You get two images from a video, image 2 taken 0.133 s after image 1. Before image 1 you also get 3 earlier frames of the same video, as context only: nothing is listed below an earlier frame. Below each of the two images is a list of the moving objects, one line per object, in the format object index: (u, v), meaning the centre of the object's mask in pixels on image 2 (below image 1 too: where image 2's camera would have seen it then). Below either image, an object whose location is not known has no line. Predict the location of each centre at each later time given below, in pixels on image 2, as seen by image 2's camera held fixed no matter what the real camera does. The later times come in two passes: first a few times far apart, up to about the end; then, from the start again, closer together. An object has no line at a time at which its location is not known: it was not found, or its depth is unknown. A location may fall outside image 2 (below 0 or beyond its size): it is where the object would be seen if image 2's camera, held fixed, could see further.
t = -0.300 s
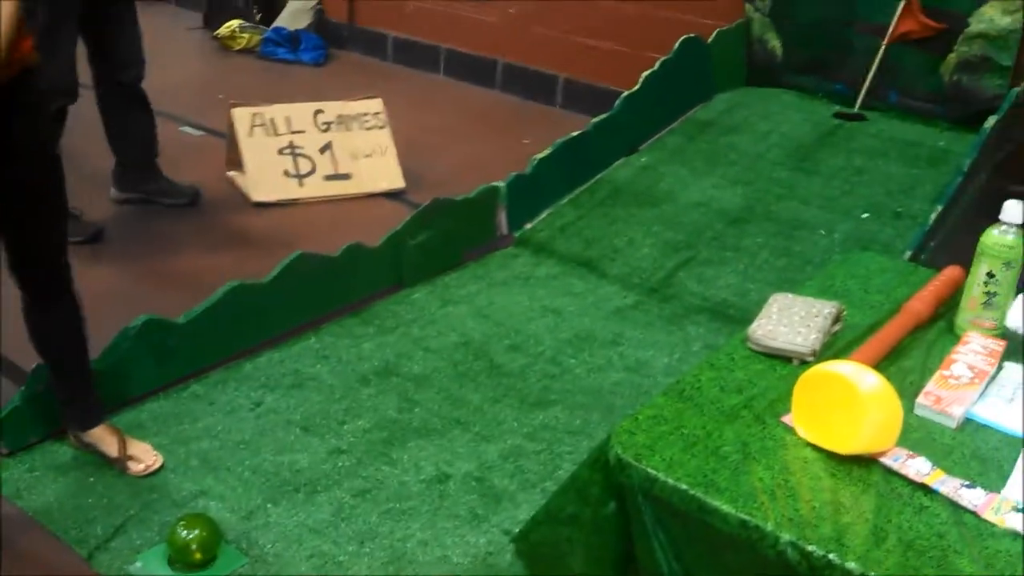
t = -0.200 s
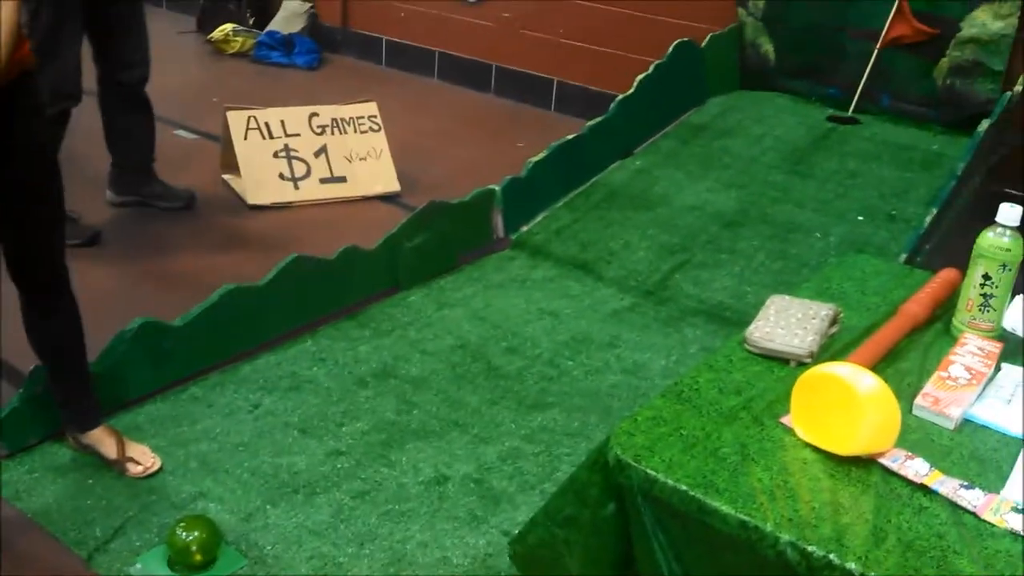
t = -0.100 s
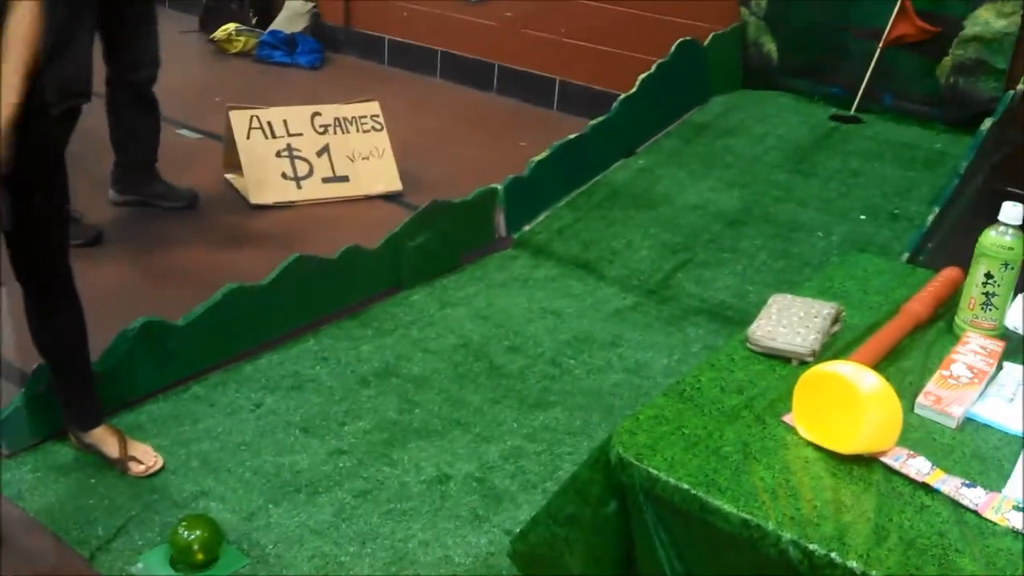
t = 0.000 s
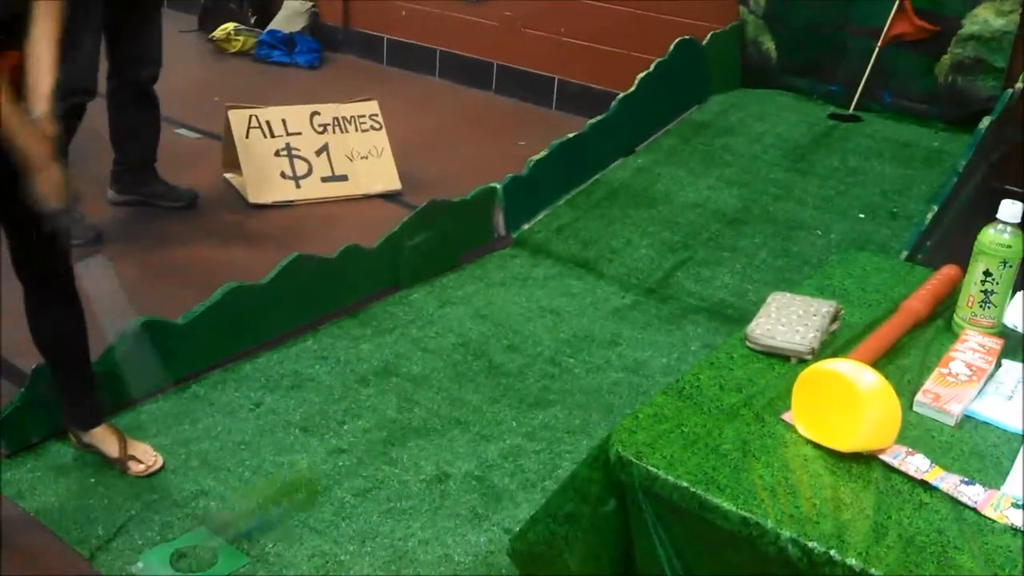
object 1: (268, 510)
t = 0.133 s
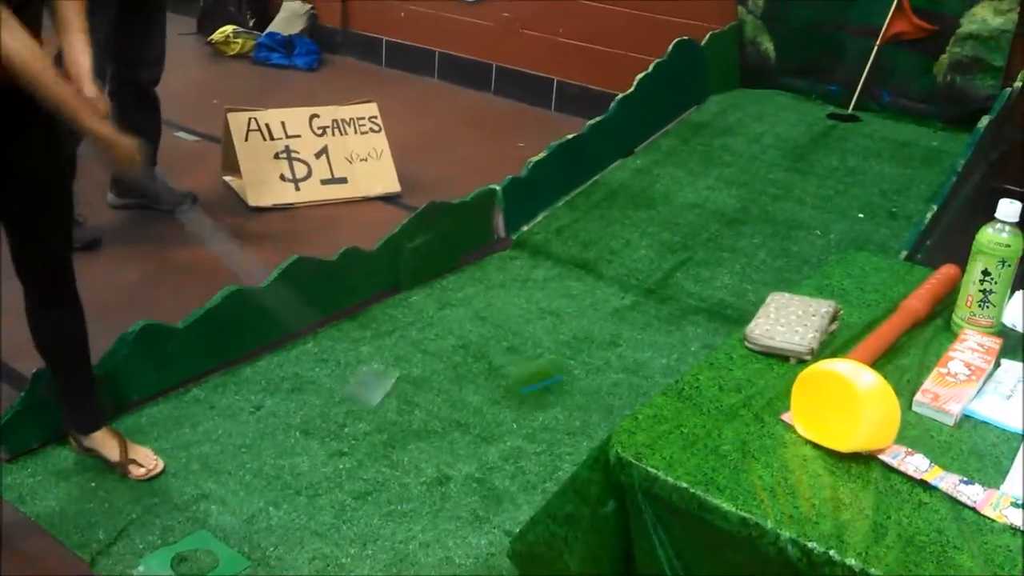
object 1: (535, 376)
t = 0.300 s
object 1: (708, 282)
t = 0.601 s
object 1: (857, 154)
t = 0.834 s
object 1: (937, 146)
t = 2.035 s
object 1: (883, 122)
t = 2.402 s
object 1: (858, 121)
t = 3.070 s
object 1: (791, 143)
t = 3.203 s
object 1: (772, 152)
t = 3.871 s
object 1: (643, 226)
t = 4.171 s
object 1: (562, 273)
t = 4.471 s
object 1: (476, 311)
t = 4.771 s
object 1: (375, 348)
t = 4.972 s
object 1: (303, 372)
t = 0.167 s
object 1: (587, 355)
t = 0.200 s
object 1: (615, 327)
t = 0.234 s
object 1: (651, 317)
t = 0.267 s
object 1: (686, 302)
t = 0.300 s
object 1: (708, 282)
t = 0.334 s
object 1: (728, 257)
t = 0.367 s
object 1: (750, 228)
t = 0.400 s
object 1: (767, 208)
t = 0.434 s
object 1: (784, 190)
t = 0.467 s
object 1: (799, 176)
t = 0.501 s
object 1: (814, 165)
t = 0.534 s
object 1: (830, 158)
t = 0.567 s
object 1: (843, 155)
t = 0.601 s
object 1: (857, 154)
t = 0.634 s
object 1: (870, 156)
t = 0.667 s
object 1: (878, 161)
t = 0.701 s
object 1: (891, 171)
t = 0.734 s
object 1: (901, 171)
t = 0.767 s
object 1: (915, 161)
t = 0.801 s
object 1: (927, 151)
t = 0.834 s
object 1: (937, 146)
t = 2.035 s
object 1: (883, 122)
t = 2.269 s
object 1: (869, 121)
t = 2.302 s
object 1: (866, 120)
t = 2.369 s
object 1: (862, 120)
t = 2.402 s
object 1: (858, 121)
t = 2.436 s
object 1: (855, 121)
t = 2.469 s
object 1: (853, 122)
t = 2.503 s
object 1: (850, 122)
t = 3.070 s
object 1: (791, 143)
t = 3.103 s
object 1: (786, 145)
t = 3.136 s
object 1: (781, 147)
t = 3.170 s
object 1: (776, 149)
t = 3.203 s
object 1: (772, 152)
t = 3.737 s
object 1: (675, 205)
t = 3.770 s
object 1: (667, 210)
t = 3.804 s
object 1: (659, 216)
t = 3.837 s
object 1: (651, 221)
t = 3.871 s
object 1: (643, 226)
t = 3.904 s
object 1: (634, 231)
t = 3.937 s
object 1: (625, 236)
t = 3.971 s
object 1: (617, 241)
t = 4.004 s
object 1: (608, 247)
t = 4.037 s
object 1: (598, 254)
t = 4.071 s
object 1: (590, 263)
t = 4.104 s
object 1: (579, 269)
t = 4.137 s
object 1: (572, 269)
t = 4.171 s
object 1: (562, 273)
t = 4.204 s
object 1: (553, 279)
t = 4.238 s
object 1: (544, 284)
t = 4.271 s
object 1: (535, 286)
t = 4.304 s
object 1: (524, 292)
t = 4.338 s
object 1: (514, 295)
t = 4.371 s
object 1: (506, 299)
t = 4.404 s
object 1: (497, 304)
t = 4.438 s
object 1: (487, 307)
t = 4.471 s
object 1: (476, 311)
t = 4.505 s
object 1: (466, 316)
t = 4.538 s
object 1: (455, 320)
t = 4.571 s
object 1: (444, 324)
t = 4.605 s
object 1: (433, 327)
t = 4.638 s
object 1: (421, 331)
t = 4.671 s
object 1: (411, 335)
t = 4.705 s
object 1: (399, 340)
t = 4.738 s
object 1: (387, 345)
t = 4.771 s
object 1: (375, 348)
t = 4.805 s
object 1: (363, 351)
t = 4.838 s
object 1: (352, 356)
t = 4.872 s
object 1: (340, 359)
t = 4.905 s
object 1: (327, 363)
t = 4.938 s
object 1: (313, 368)
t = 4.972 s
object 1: (303, 372)
